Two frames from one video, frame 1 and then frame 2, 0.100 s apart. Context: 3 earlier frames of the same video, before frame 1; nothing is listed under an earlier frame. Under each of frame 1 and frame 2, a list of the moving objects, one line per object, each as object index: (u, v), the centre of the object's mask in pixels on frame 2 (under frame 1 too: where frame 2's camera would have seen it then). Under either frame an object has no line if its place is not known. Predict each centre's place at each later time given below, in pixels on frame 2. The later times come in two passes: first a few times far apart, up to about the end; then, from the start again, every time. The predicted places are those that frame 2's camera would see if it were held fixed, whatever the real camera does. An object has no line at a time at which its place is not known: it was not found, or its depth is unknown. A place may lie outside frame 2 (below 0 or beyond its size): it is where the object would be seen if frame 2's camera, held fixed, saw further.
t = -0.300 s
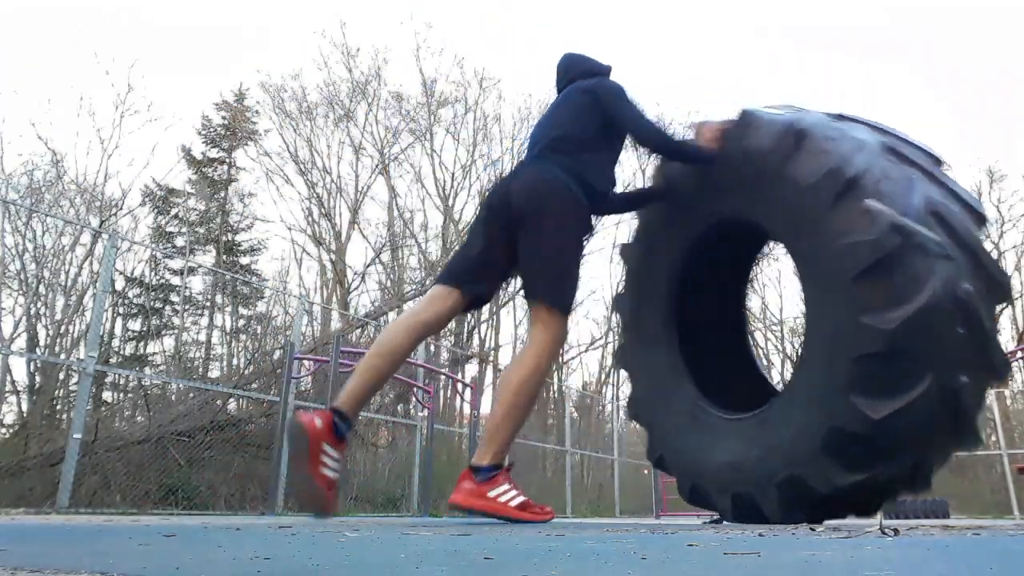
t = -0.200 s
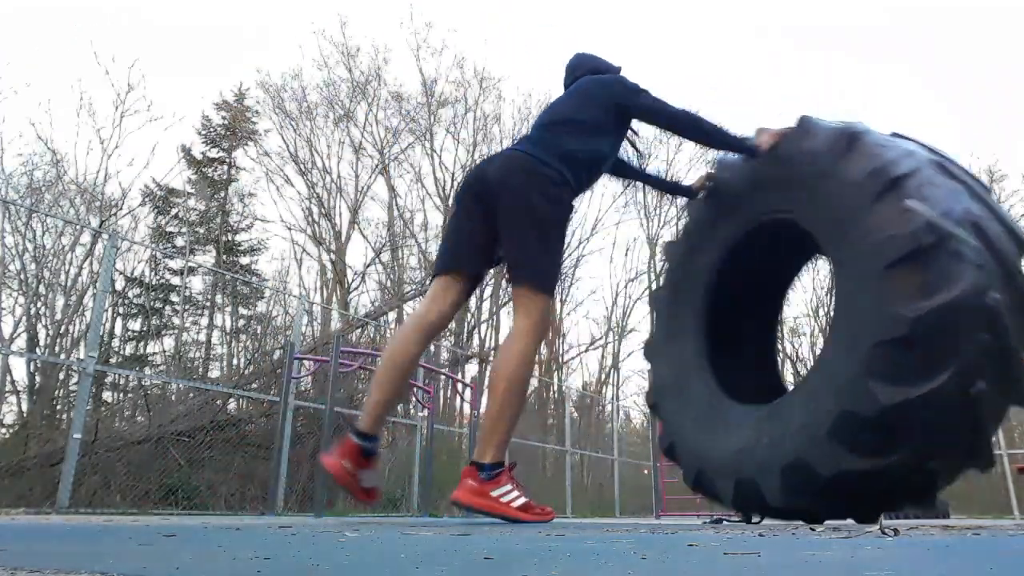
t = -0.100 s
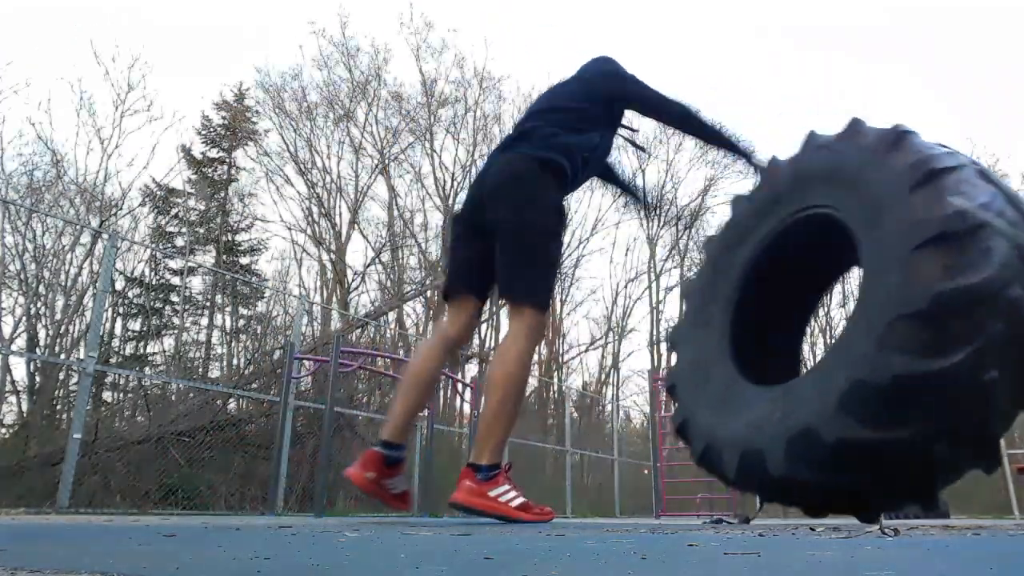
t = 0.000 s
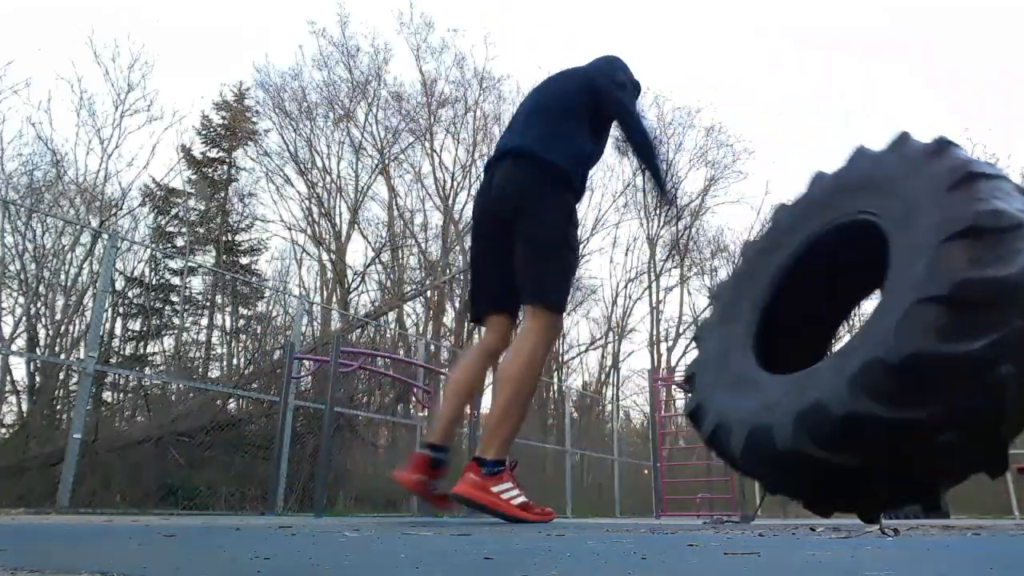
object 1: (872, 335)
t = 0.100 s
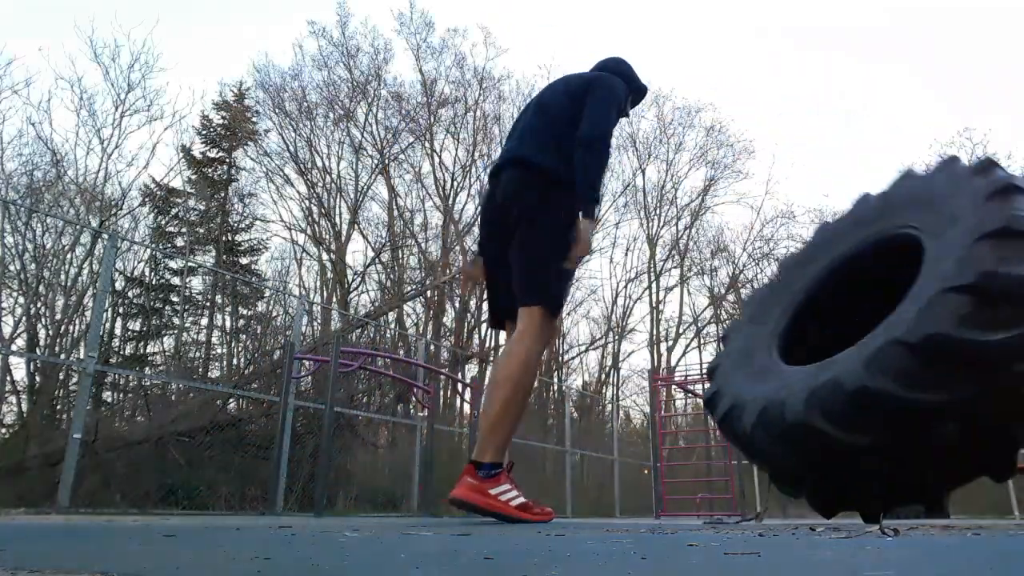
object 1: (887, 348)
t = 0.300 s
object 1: (906, 407)
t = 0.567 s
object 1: (925, 435)
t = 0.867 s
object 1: (941, 443)
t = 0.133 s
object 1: (891, 355)
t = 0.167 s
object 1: (895, 363)
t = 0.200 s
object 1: (898, 372)
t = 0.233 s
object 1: (901, 383)
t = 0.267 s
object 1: (903, 395)
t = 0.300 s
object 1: (906, 407)
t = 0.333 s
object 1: (908, 421)
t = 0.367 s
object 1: (910, 430)
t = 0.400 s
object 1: (912, 434)
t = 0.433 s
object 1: (916, 439)
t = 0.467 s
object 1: (918, 438)
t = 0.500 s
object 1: (921, 435)
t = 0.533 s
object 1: (923, 435)
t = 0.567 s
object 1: (925, 435)
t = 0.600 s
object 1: (927, 435)
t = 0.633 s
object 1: (929, 436)
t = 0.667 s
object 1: (933, 437)
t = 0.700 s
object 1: (934, 438)
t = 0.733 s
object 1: (937, 440)
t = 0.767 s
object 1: (939, 442)
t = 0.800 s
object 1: (941, 442)
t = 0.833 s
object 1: (941, 442)
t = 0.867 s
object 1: (941, 443)
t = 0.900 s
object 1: (941, 444)
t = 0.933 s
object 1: (941, 444)
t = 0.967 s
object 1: (941, 444)
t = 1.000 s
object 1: (941, 444)
